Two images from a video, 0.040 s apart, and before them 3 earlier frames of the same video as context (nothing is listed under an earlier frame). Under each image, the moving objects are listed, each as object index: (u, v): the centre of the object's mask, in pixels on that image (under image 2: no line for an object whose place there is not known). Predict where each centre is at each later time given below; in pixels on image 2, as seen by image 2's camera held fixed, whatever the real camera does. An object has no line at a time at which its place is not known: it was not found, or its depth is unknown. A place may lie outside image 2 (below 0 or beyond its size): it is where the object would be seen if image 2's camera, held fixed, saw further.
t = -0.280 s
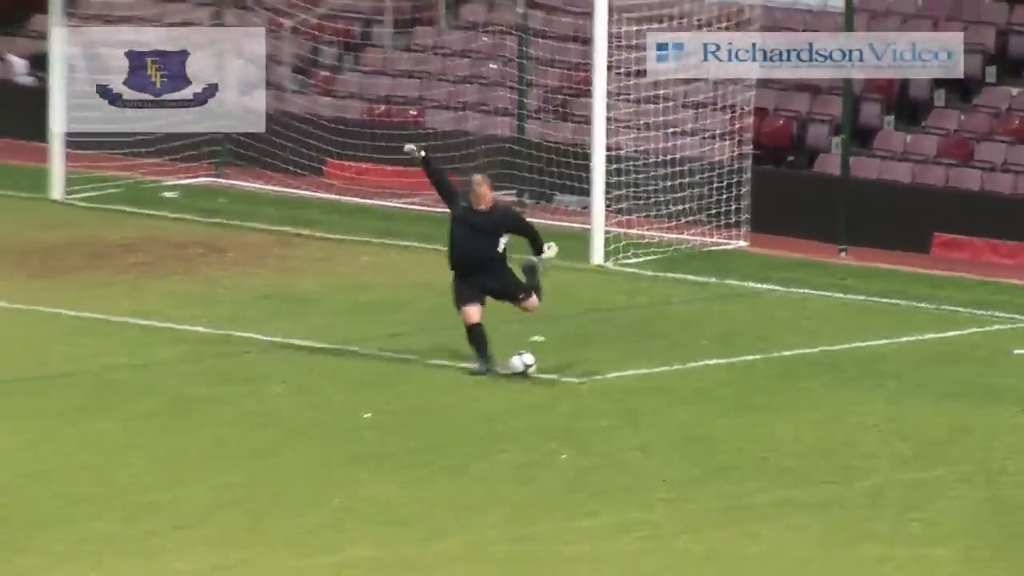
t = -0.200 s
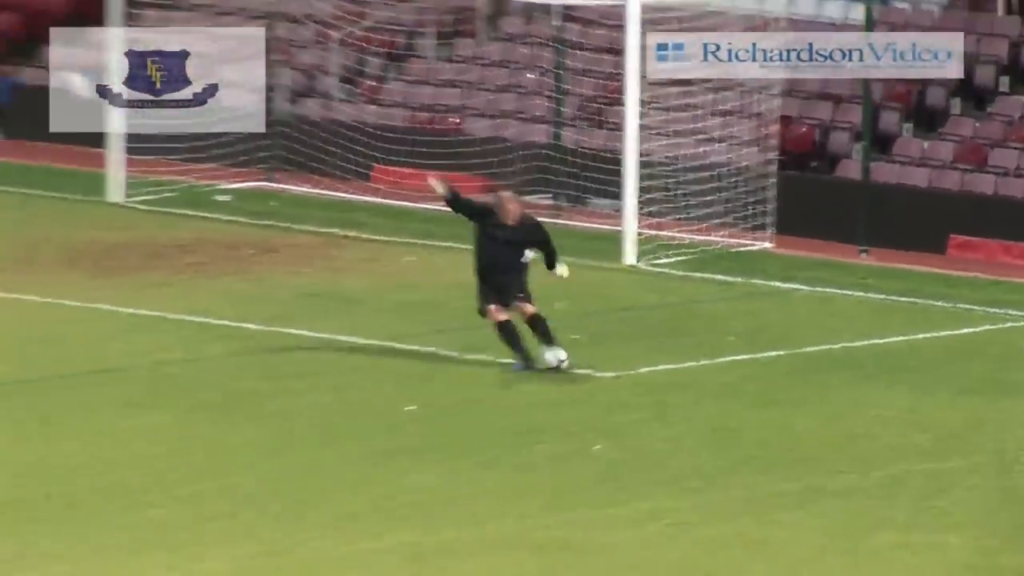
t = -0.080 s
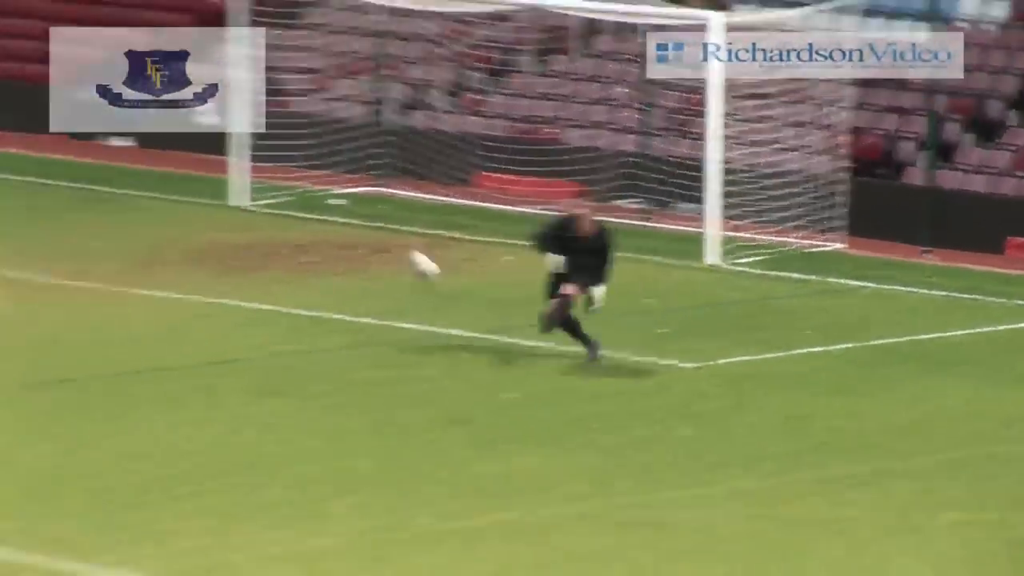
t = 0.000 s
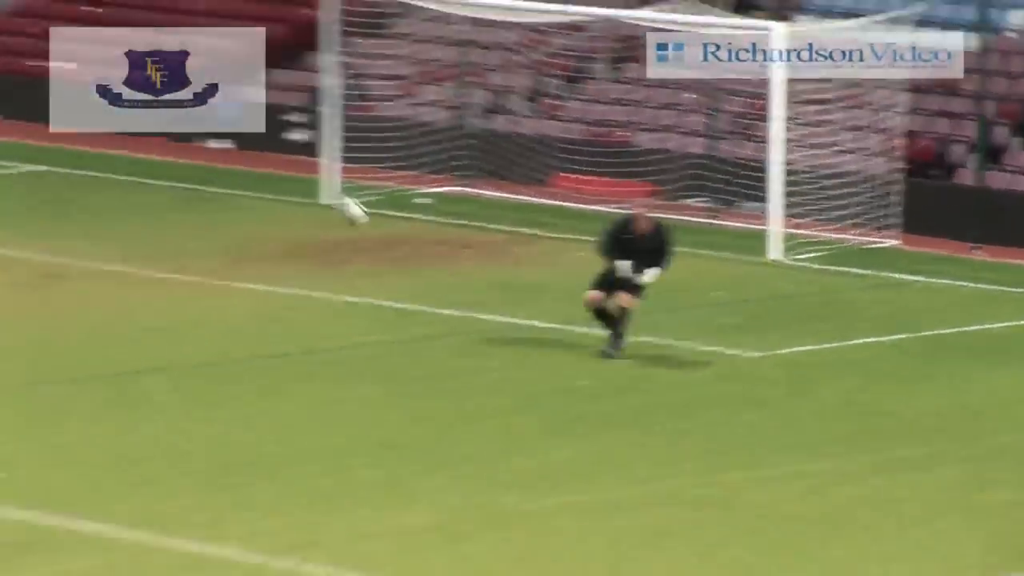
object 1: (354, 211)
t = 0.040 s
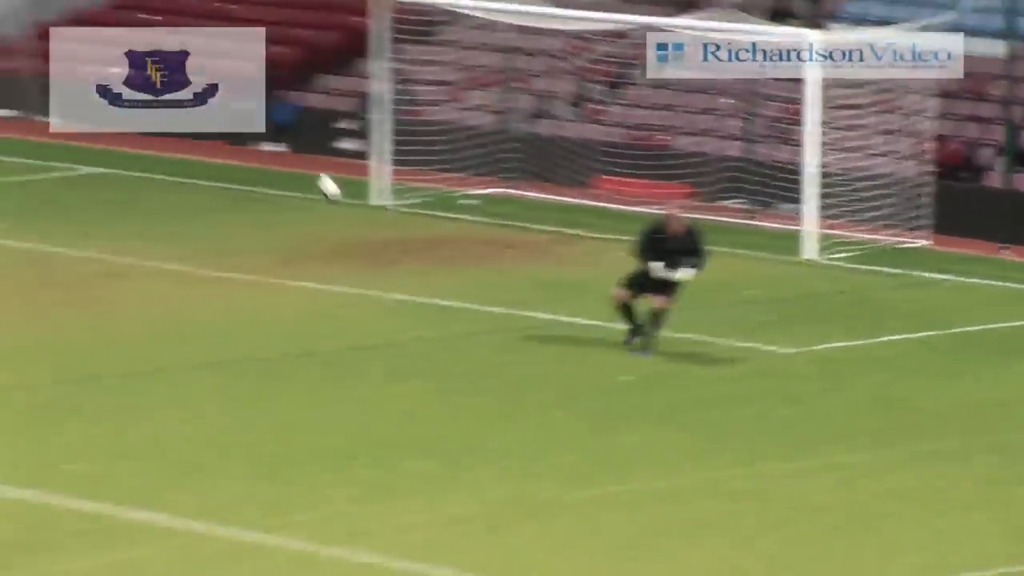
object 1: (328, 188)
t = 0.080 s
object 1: (255, 163)
